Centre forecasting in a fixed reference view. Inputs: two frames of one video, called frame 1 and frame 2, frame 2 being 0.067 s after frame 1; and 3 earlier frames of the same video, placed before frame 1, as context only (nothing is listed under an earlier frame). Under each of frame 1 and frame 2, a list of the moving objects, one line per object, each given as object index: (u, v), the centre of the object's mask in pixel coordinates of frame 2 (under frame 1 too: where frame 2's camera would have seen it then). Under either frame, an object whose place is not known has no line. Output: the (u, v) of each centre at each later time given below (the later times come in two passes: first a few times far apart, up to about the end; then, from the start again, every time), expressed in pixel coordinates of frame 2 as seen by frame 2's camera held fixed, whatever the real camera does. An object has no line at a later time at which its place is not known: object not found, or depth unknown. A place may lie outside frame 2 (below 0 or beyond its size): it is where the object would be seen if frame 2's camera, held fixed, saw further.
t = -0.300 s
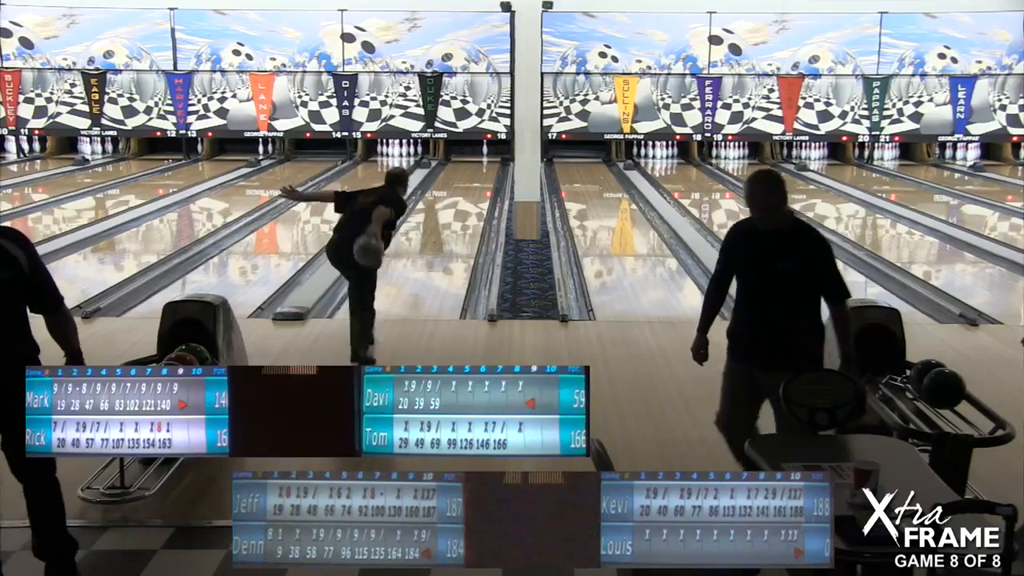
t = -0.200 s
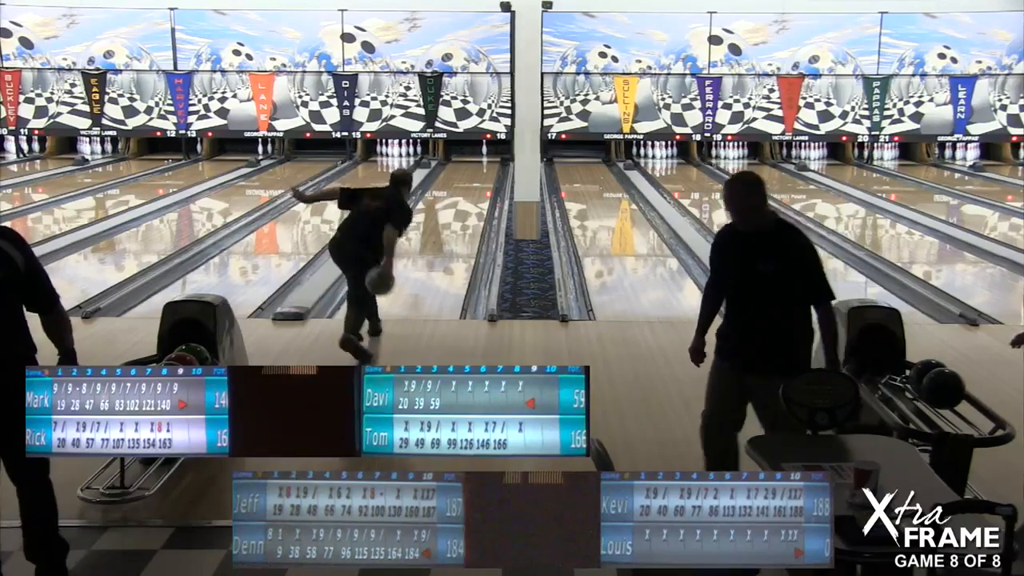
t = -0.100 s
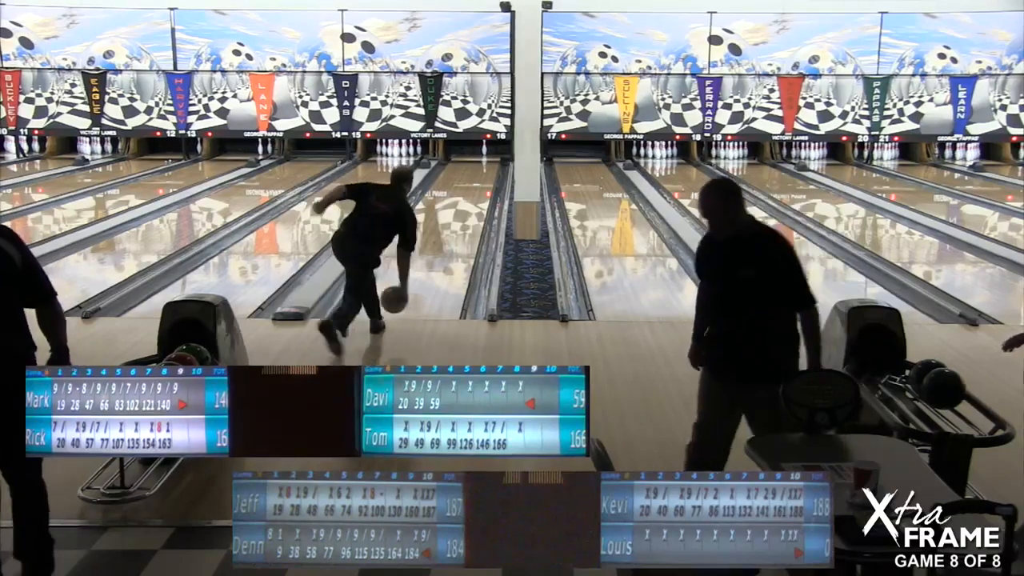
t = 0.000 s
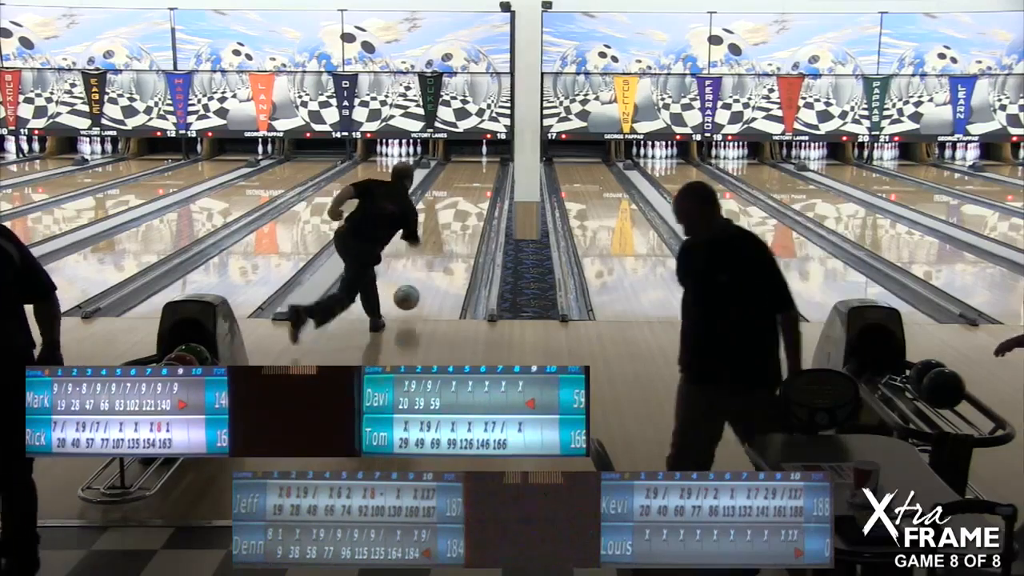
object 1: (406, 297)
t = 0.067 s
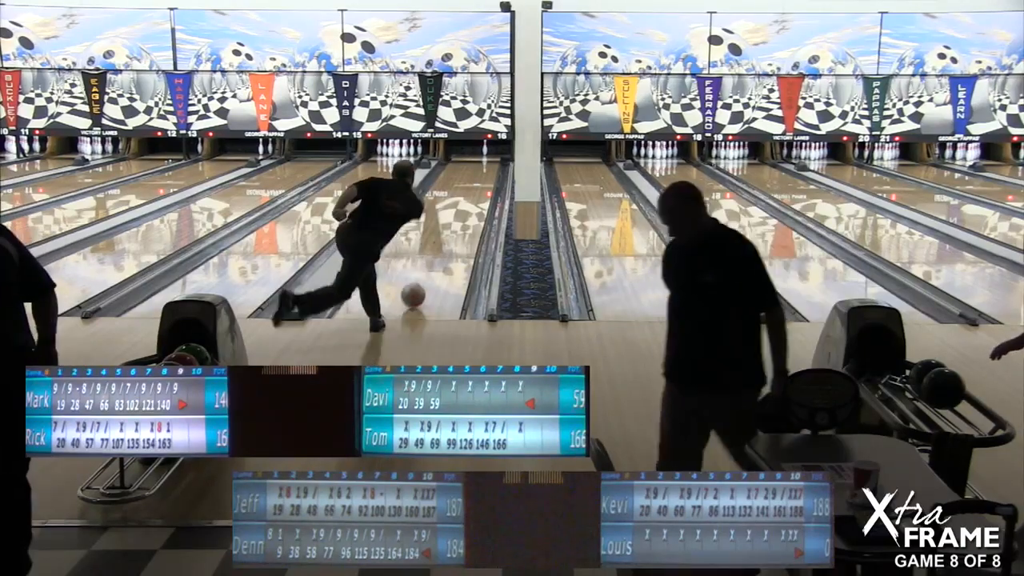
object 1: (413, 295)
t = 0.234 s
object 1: (427, 273)
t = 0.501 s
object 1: (445, 244)
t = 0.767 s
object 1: (457, 225)
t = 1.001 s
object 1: (466, 209)
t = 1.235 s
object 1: (473, 196)
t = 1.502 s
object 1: (479, 185)
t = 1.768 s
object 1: (483, 175)
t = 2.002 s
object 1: (487, 168)
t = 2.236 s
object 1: (488, 161)
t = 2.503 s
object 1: (487, 155)
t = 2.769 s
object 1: (486, 150)
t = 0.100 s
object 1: (416, 289)
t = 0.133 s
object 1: (419, 285)
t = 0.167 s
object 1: (422, 281)
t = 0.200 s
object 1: (424, 277)
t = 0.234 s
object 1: (427, 273)
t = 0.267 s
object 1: (429, 267)
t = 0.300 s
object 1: (432, 265)
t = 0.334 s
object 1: (434, 263)
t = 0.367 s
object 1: (436, 260)
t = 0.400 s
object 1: (438, 254)
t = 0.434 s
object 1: (440, 251)
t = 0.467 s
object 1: (443, 247)
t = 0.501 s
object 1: (445, 244)
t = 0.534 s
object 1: (446, 242)
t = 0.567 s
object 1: (449, 237)
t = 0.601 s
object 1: (452, 234)
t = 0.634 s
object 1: (452, 232)
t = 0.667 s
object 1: (453, 231)
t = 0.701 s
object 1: (455, 228)
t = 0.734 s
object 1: (456, 226)
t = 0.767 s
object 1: (457, 225)
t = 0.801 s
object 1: (458, 222)
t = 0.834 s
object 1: (460, 218)
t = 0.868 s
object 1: (462, 216)
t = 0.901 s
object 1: (462, 215)
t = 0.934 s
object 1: (463, 213)
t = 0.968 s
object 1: (464, 211)
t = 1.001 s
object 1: (466, 209)
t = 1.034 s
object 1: (467, 206)
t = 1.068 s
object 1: (467, 205)
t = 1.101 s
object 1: (468, 203)
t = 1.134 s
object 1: (469, 203)
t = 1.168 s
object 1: (470, 199)
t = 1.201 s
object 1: (472, 198)
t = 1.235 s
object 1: (473, 196)
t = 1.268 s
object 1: (474, 195)
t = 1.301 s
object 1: (475, 194)
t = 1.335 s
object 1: (474, 192)
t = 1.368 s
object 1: (476, 190)
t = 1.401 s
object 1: (478, 189)
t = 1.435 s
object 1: (478, 187)
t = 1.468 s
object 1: (479, 186)
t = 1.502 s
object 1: (479, 185)
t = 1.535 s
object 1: (480, 184)
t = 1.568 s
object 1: (480, 182)
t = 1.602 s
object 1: (481, 180)
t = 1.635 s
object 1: (482, 179)
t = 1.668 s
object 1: (482, 178)
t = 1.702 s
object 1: (482, 177)
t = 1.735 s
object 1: (482, 177)
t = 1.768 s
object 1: (483, 175)
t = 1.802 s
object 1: (484, 174)
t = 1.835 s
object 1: (485, 173)
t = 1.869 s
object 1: (485, 172)
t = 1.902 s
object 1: (485, 171)
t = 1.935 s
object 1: (485, 170)
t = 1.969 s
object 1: (486, 169)
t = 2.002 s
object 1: (487, 168)
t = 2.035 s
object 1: (487, 167)
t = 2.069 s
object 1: (487, 165)
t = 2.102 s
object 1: (487, 165)
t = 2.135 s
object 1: (487, 165)
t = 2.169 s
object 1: (487, 163)
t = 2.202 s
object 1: (487, 162)
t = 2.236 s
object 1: (488, 161)
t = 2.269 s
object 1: (488, 160)
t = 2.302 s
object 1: (487, 160)
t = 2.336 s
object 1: (487, 160)
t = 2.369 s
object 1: (487, 159)
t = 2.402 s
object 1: (488, 157)
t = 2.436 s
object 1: (487, 157)
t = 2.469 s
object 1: (487, 156)
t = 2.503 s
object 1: (487, 155)
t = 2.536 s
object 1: (487, 154)
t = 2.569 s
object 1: (487, 154)
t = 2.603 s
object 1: (487, 153)
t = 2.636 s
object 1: (486, 152)
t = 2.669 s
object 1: (486, 152)
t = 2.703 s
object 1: (486, 151)
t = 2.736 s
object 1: (485, 150)
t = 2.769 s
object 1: (486, 150)
